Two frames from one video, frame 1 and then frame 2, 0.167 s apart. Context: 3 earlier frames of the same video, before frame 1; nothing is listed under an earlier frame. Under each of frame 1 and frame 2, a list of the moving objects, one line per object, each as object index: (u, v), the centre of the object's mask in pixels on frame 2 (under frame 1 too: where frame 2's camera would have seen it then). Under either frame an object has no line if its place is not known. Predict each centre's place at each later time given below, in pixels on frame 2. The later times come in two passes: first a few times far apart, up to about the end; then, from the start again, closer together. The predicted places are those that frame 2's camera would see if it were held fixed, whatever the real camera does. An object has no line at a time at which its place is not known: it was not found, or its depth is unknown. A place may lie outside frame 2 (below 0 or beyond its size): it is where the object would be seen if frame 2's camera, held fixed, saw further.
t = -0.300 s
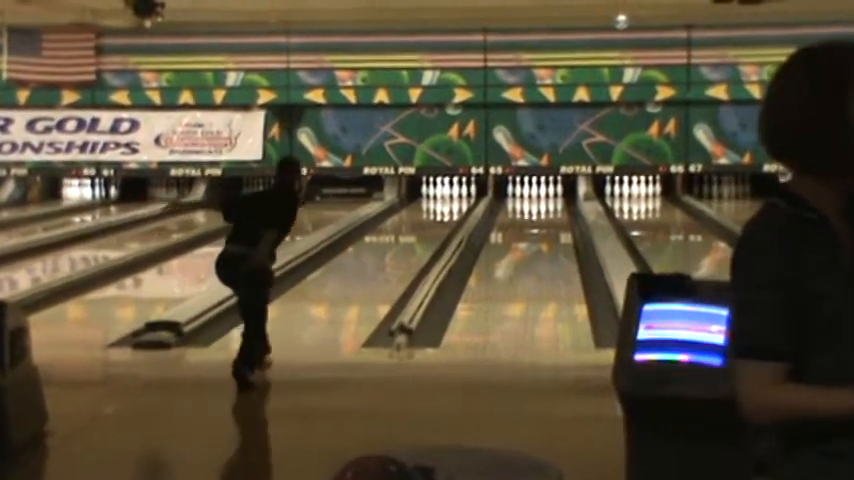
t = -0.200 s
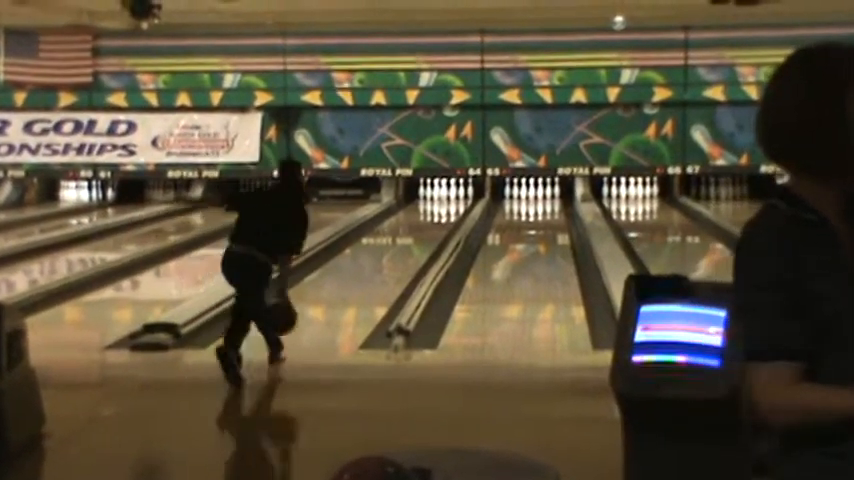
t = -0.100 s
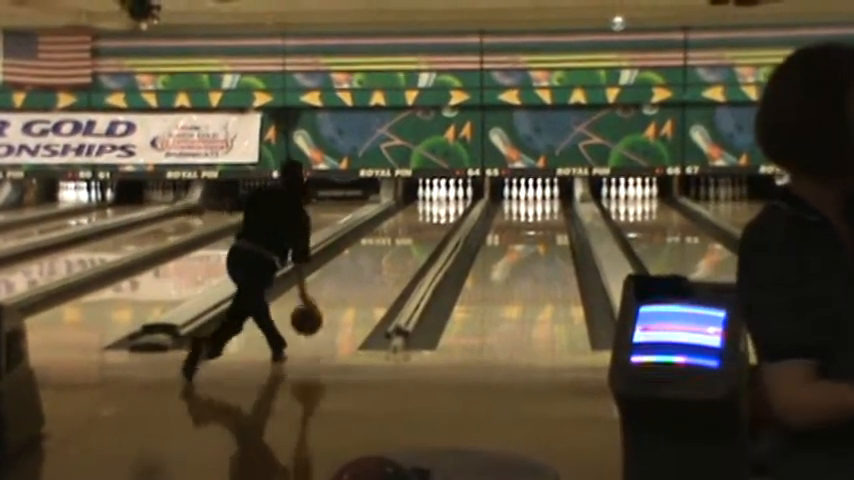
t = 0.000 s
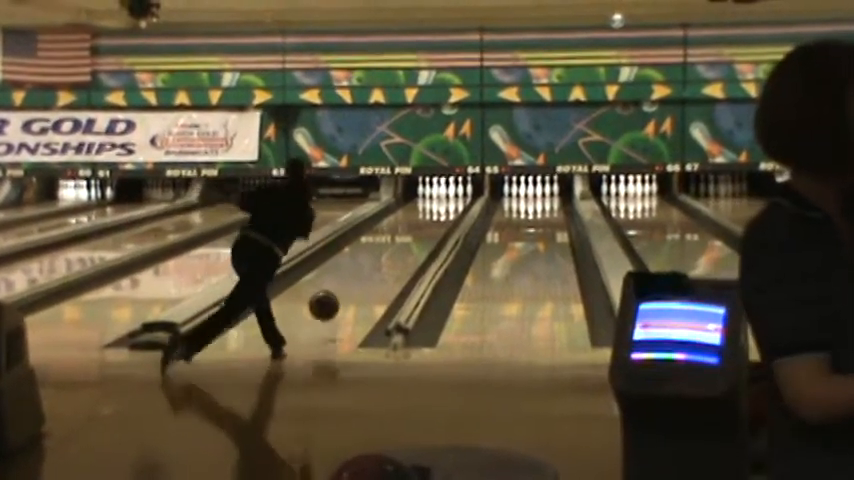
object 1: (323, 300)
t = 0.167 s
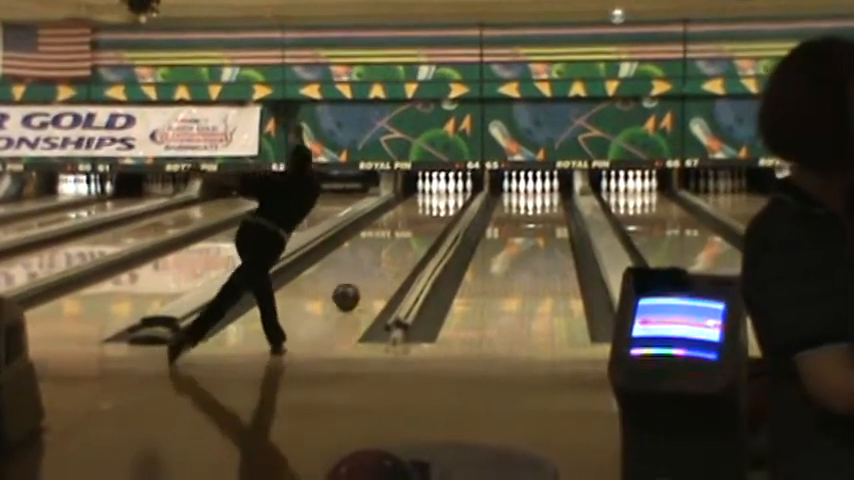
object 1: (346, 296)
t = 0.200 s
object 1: (350, 292)
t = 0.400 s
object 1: (370, 273)
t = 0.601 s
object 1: (387, 257)
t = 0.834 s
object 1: (403, 242)
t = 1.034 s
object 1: (413, 231)
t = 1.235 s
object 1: (422, 223)
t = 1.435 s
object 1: (429, 215)
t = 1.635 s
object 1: (435, 208)
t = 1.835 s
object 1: (439, 202)
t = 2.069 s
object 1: (441, 197)
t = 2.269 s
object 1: (441, 193)
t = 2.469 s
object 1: (437, 190)
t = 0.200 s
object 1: (350, 292)
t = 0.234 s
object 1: (354, 289)
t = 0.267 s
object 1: (357, 286)
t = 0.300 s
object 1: (361, 282)
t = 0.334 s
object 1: (364, 279)
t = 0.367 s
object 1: (367, 276)
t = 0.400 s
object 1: (370, 273)
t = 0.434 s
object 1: (373, 270)
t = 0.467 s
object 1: (377, 268)
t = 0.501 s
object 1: (379, 265)
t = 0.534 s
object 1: (382, 262)
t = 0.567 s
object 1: (384, 259)
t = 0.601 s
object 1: (387, 257)
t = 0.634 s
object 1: (390, 255)
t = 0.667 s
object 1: (392, 252)
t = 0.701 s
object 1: (394, 251)
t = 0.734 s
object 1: (396, 249)
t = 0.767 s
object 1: (398, 247)
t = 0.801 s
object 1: (400, 244)
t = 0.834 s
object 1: (403, 242)
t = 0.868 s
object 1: (405, 240)
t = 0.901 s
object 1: (406, 238)
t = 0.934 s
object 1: (408, 236)
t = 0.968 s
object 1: (410, 234)
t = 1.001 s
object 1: (412, 233)
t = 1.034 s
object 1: (413, 231)
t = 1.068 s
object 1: (415, 229)
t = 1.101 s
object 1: (416, 228)
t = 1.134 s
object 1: (418, 227)
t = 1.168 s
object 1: (419, 226)
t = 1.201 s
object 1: (420, 224)
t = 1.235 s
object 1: (422, 223)
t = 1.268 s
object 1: (424, 222)
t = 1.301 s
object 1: (425, 220)
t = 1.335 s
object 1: (425, 218)
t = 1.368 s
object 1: (426, 218)
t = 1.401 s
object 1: (428, 216)
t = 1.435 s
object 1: (429, 215)
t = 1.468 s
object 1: (430, 214)
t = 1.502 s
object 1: (431, 213)
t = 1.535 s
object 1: (433, 212)
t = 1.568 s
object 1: (433, 211)
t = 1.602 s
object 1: (435, 209)
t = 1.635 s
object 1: (435, 208)
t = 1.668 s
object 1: (436, 207)
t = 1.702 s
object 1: (436, 206)
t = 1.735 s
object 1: (437, 205)
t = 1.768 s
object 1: (437, 204)
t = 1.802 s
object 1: (438, 204)
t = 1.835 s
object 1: (439, 202)
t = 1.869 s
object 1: (440, 201)
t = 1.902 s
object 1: (440, 200)
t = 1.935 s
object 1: (440, 199)
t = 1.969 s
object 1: (440, 198)
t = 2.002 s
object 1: (441, 198)
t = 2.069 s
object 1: (441, 197)
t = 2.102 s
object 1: (441, 196)
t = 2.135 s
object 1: (441, 196)
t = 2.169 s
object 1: (441, 195)
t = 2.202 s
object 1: (441, 194)
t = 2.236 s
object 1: (441, 193)
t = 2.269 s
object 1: (441, 193)
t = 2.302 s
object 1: (441, 192)
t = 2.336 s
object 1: (440, 192)
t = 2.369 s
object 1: (439, 191)
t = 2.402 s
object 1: (438, 191)
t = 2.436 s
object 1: (438, 190)
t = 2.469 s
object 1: (437, 190)
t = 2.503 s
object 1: (437, 189)
